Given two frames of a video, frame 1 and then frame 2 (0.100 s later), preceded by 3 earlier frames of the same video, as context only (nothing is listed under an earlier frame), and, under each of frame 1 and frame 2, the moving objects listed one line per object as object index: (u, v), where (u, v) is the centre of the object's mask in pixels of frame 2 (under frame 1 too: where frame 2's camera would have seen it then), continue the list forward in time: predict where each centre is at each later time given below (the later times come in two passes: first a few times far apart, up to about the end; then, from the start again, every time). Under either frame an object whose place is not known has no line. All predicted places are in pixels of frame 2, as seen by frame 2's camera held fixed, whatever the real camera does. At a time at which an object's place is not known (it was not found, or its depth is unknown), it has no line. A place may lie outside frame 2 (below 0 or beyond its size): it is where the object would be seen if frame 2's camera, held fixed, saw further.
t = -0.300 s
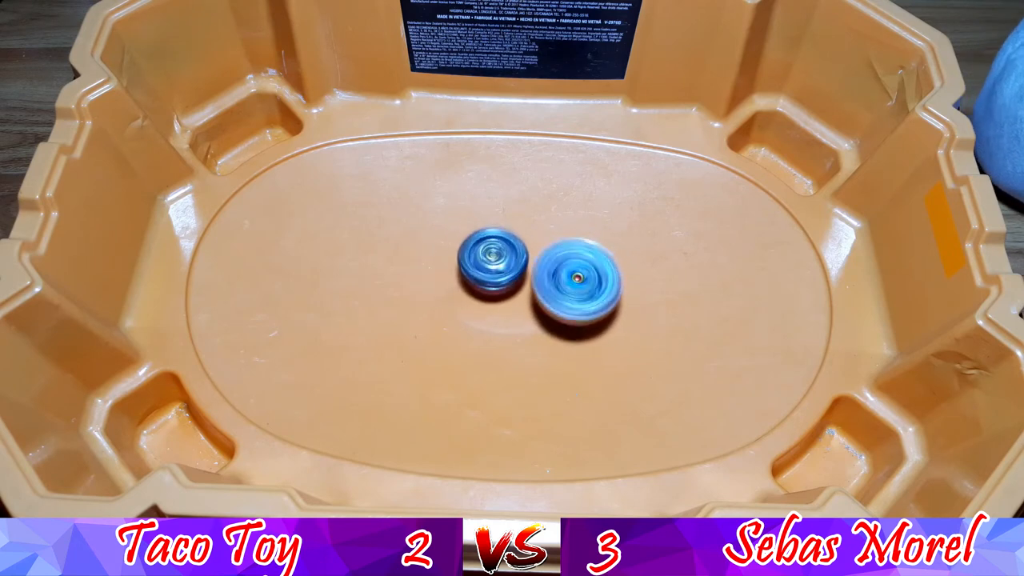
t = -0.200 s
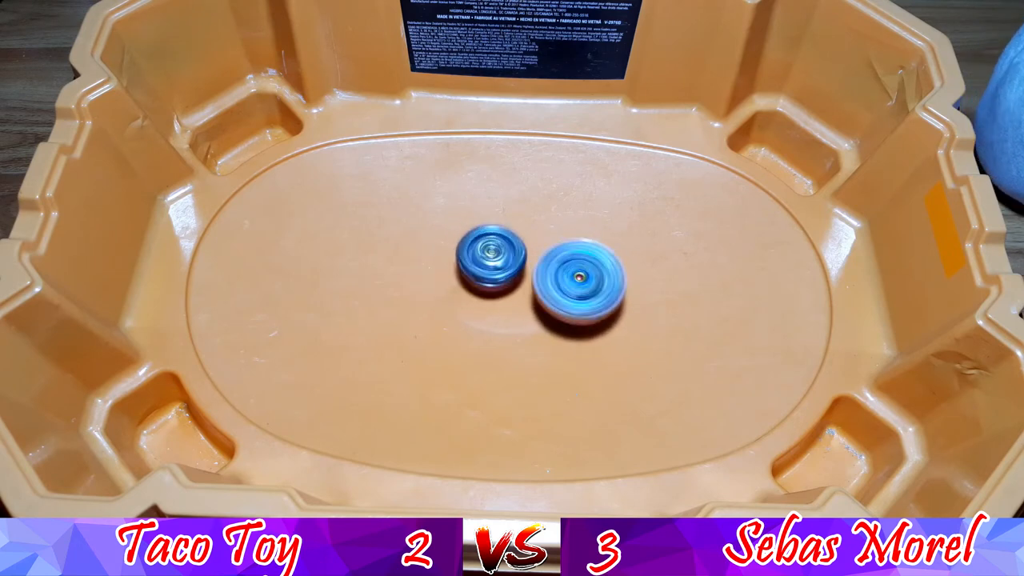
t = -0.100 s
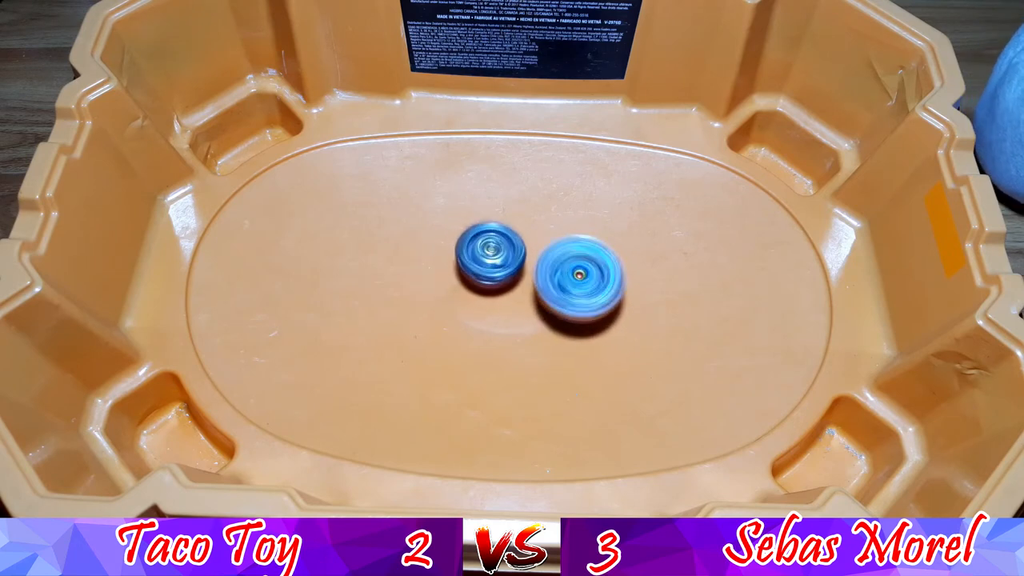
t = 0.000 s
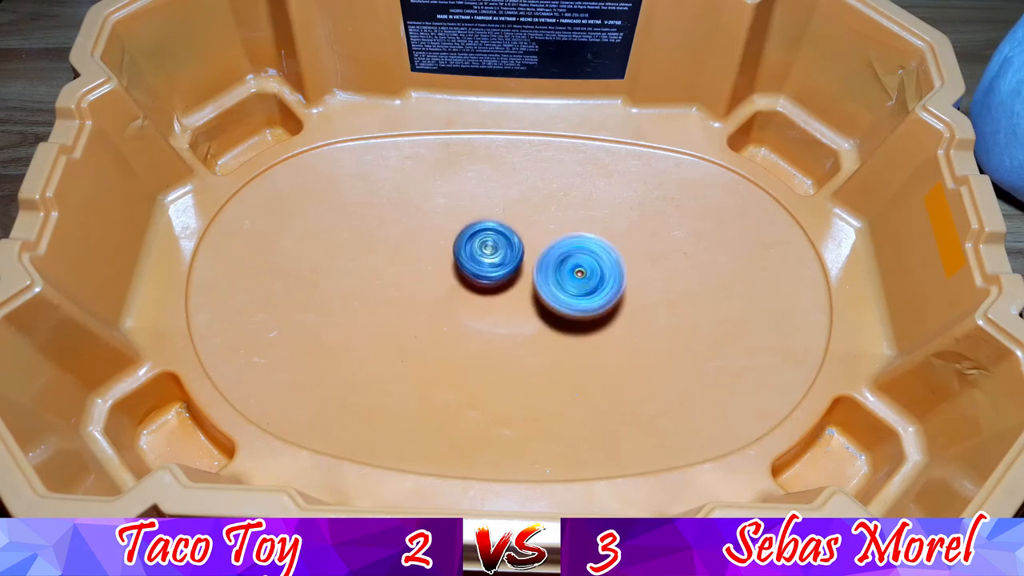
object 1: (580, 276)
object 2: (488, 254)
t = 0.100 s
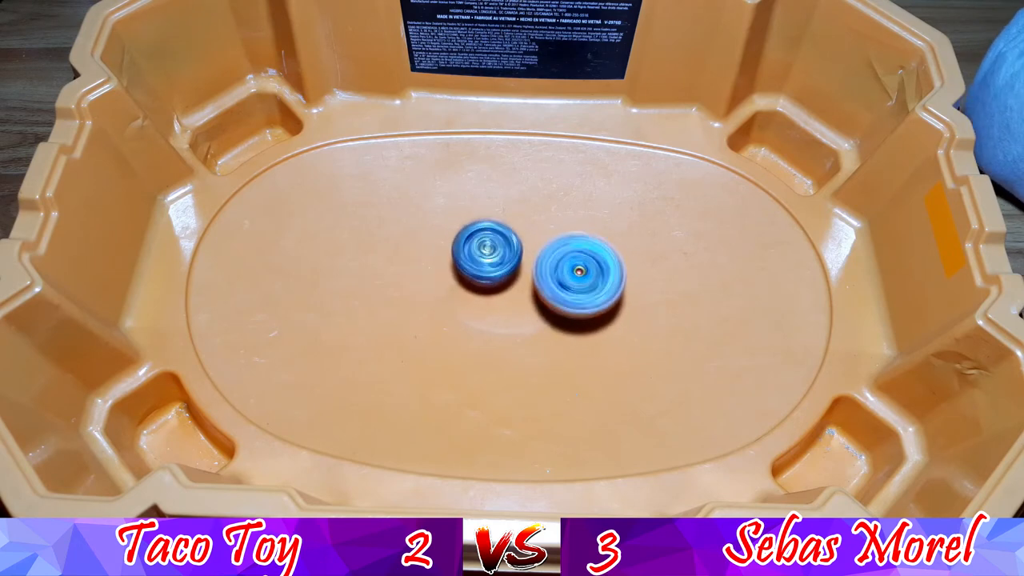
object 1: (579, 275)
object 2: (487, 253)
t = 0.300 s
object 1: (578, 273)
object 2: (489, 257)
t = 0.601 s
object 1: (600, 282)
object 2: (474, 249)
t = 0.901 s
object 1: (590, 285)
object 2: (470, 251)
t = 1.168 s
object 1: (568, 280)
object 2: (481, 261)
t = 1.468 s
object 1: (575, 267)
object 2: (486, 268)
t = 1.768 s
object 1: (568, 262)
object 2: (481, 265)
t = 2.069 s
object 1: (565, 276)
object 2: (479, 250)
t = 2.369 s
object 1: (565, 278)
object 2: (487, 251)
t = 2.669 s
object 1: (579, 279)
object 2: (484, 254)
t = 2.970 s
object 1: (580, 276)
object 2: (474, 249)
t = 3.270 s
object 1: (568, 278)
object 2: (478, 252)
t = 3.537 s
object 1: (571, 272)
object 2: (482, 264)
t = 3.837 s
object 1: (566, 266)
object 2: (476, 270)
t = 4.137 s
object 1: (564, 272)
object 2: (475, 261)
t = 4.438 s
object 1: (565, 271)
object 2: (483, 259)
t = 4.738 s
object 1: (577, 276)
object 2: (481, 261)
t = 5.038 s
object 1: (578, 284)
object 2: (476, 252)
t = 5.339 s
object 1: (574, 281)
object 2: (482, 257)
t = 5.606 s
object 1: (570, 280)
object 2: (485, 265)
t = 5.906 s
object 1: (567, 274)
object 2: (478, 265)
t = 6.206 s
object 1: (571, 276)
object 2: (483, 257)
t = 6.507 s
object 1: (582, 285)
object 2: (470, 250)
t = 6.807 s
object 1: (561, 294)
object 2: (469, 247)
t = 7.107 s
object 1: (542, 306)
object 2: (455, 240)
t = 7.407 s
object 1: (523, 318)
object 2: (454, 246)
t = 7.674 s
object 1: (537, 299)
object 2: (454, 256)
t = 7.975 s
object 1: (551, 298)
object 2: (450, 265)
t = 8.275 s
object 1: (558, 301)
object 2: (448, 269)
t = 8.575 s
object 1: (549, 292)
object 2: (454, 275)
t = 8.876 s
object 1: (558, 283)
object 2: (451, 277)
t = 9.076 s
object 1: (555, 290)
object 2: (452, 273)
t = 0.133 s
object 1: (578, 274)
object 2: (487, 253)
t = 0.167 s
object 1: (579, 273)
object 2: (487, 254)
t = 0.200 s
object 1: (578, 273)
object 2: (487, 254)
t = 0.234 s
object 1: (578, 272)
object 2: (487, 255)
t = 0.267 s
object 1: (578, 273)
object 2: (488, 256)
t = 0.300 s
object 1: (578, 273)
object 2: (489, 257)
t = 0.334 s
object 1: (578, 273)
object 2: (490, 257)
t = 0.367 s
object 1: (578, 272)
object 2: (493, 259)
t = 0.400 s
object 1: (578, 272)
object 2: (495, 259)
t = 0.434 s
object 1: (578, 272)
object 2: (497, 260)
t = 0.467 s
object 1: (585, 276)
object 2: (492, 258)
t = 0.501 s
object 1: (592, 279)
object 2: (483, 253)
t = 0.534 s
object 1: (596, 281)
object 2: (479, 251)
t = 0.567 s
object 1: (598, 282)
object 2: (476, 249)
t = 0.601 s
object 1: (600, 282)
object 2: (474, 249)
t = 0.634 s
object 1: (599, 283)
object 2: (473, 249)
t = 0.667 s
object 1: (599, 282)
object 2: (473, 248)
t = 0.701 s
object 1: (599, 282)
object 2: (472, 249)
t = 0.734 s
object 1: (598, 281)
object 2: (472, 249)
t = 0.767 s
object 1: (598, 282)
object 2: (471, 249)
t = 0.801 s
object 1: (597, 283)
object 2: (471, 250)
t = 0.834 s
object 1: (595, 284)
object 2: (470, 250)
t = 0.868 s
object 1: (593, 284)
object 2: (470, 251)
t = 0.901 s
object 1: (590, 285)
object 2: (470, 251)
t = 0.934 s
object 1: (587, 286)
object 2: (471, 252)
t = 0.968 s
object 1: (583, 285)
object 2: (472, 253)
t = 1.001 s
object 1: (580, 285)
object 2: (473, 253)
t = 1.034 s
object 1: (577, 284)
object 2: (475, 255)
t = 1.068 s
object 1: (573, 283)
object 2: (476, 257)
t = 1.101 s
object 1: (571, 282)
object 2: (478, 258)
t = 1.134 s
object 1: (569, 281)
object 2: (480, 260)
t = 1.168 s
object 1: (568, 280)
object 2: (481, 261)
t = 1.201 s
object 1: (567, 279)
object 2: (482, 263)
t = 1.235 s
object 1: (567, 278)
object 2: (483, 264)
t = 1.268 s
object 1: (566, 277)
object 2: (485, 265)
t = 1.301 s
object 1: (566, 275)
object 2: (486, 266)
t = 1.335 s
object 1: (566, 273)
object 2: (486, 267)
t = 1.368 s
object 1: (569, 272)
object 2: (485, 267)
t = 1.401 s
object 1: (572, 270)
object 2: (485, 268)
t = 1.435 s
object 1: (574, 269)
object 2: (486, 268)
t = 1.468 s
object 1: (575, 267)
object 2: (486, 268)
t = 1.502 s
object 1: (575, 267)
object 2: (486, 269)
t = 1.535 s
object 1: (575, 266)
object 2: (485, 270)
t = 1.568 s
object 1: (574, 267)
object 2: (484, 269)
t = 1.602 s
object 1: (574, 267)
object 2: (484, 269)
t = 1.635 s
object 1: (572, 267)
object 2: (483, 269)
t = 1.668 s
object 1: (570, 266)
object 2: (482, 269)
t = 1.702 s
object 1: (569, 264)
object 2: (481, 268)
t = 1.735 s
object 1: (568, 262)
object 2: (481, 266)
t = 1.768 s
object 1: (568, 262)
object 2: (481, 265)
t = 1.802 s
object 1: (568, 262)
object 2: (481, 263)
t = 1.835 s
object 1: (568, 264)
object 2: (482, 262)
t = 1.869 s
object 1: (567, 265)
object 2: (482, 260)
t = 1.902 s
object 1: (566, 267)
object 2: (482, 258)
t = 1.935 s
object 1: (565, 269)
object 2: (483, 257)
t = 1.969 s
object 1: (565, 271)
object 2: (482, 255)
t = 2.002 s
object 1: (564, 273)
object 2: (480, 253)
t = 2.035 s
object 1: (564, 274)
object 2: (479, 251)
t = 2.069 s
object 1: (565, 276)
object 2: (479, 250)
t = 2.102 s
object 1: (565, 276)
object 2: (480, 249)
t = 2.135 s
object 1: (565, 277)
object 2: (480, 248)
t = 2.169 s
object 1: (564, 277)
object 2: (481, 247)
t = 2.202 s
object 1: (565, 278)
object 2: (482, 247)
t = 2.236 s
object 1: (565, 278)
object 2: (482, 248)
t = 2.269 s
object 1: (565, 278)
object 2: (484, 248)
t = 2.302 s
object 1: (565, 278)
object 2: (485, 249)
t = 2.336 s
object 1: (565, 278)
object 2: (486, 250)
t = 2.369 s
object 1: (565, 278)
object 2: (487, 251)
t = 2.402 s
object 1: (566, 279)
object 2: (488, 253)
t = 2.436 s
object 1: (565, 278)
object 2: (489, 255)
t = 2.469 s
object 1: (567, 279)
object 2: (489, 255)
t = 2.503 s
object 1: (566, 279)
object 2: (490, 256)
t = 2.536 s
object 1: (567, 278)
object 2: (490, 258)
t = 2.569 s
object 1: (570, 280)
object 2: (488, 257)
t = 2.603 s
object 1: (574, 279)
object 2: (485, 255)
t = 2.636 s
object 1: (578, 279)
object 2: (484, 254)
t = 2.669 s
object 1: (579, 279)
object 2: (484, 254)
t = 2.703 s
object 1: (581, 279)
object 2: (483, 253)
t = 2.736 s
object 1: (580, 280)
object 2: (482, 254)
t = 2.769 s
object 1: (580, 279)
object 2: (480, 254)
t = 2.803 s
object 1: (580, 278)
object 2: (478, 253)
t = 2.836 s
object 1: (580, 278)
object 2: (477, 252)
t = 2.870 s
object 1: (579, 278)
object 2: (475, 251)
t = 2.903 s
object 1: (579, 276)
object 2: (475, 251)
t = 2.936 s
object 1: (580, 276)
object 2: (474, 250)
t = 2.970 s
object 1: (580, 276)
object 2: (474, 249)
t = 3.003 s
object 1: (579, 277)
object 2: (474, 249)
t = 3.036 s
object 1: (577, 278)
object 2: (474, 249)
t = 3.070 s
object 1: (575, 278)
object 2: (474, 249)
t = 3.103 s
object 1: (572, 278)
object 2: (474, 249)
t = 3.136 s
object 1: (571, 279)
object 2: (475, 249)
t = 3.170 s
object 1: (570, 278)
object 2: (476, 249)
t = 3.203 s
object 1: (569, 279)
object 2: (477, 249)
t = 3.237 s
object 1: (569, 279)
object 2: (478, 251)
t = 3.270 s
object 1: (568, 278)
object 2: (478, 252)
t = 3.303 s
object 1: (568, 278)
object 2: (479, 254)
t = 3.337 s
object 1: (568, 277)
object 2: (479, 256)
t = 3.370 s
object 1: (567, 277)
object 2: (479, 257)
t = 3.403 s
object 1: (568, 276)
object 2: (480, 259)
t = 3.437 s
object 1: (567, 275)
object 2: (481, 260)
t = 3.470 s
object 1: (568, 274)
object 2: (482, 261)
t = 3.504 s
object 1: (569, 273)
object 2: (482, 262)
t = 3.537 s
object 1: (571, 272)
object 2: (482, 264)
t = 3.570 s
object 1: (572, 271)
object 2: (482, 266)
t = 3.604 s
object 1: (573, 270)
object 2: (481, 267)
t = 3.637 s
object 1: (573, 269)
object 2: (481, 267)
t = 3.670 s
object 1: (573, 269)
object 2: (481, 268)
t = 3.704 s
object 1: (573, 270)
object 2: (480, 269)
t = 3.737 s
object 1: (572, 269)
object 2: (479, 270)
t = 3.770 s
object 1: (570, 268)
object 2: (478, 270)
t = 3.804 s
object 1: (568, 267)
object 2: (477, 270)
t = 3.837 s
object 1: (566, 266)
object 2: (476, 270)
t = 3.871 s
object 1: (566, 266)
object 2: (474, 270)
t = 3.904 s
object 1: (566, 267)
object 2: (474, 269)
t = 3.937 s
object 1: (565, 268)
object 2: (473, 267)
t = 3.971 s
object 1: (565, 269)
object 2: (473, 267)
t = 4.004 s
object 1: (564, 270)
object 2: (473, 265)
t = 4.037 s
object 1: (564, 271)
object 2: (473, 264)
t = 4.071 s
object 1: (564, 272)
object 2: (474, 263)
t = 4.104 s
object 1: (564, 272)
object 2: (475, 262)
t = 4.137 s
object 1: (564, 272)
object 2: (475, 261)
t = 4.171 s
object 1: (565, 273)
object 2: (476, 260)
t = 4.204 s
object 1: (565, 273)
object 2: (476, 259)
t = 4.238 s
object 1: (565, 272)
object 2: (477, 258)
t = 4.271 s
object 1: (565, 273)
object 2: (478, 258)
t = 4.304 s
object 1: (565, 272)
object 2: (479, 258)
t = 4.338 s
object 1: (564, 273)
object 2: (480, 258)
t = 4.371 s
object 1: (565, 272)
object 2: (481, 259)
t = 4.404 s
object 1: (564, 272)
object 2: (482, 260)
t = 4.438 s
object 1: (565, 271)
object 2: (483, 259)
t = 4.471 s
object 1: (565, 271)
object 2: (485, 261)
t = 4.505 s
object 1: (567, 270)
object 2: (485, 261)
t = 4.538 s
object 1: (570, 270)
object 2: (486, 260)
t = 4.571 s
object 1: (572, 270)
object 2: (488, 261)
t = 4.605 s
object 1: (573, 269)
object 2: (488, 262)
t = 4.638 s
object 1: (572, 269)
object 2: (488, 263)
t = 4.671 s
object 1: (572, 269)
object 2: (489, 263)
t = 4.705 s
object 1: (575, 273)
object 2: (485, 262)
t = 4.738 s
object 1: (577, 276)
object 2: (481, 261)
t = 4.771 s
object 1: (580, 277)
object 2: (481, 259)
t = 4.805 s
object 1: (579, 280)
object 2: (480, 258)
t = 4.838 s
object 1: (580, 281)
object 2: (480, 257)
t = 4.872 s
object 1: (579, 282)
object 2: (479, 257)
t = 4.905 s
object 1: (578, 283)
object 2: (478, 256)
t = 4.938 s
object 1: (578, 283)
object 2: (477, 255)
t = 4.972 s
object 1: (578, 284)
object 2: (477, 254)
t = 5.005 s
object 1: (578, 284)
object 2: (476, 253)
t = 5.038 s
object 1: (578, 284)
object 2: (476, 252)
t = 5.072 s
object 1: (576, 285)
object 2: (476, 252)
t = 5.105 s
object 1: (576, 284)
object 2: (476, 251)
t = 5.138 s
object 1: (574, 284)
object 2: (477, 251)
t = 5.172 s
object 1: (573, 283)
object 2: (478, 251)
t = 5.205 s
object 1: (573, 282)
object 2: (479, 251)
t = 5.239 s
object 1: (573, 282)
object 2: (480, 252)
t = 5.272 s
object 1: (573, 281)
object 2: (481, 254)
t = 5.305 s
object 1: (574, 281)
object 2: (481, 255)
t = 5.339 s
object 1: (574, 281)
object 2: (482, 257)
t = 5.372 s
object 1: (574, 280)
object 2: (483, 257)
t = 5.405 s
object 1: (574, 281)
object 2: (483, 259)
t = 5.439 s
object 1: (574, 281)
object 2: (484, 259)
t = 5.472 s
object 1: (575, 281)
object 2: (485, 260)
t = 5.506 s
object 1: (575, 281)
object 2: (485, 262)
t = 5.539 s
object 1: (574, 281)
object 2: (486, 263)
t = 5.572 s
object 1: (572, 280)
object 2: (485, 264)
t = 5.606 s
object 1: (570, 280)
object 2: (485, 265)
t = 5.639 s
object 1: (568, 278)
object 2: (484, 266)
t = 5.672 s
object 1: (567, 276)
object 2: (483, 267)
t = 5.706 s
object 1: (566, 274)
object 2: (483, 268)
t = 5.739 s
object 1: (566, 273)
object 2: (482, 268)
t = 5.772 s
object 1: (566, 273)
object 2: (481, 268)
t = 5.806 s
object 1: (567, 273)
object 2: (480, 268)
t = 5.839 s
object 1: (567, 273)
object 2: (479, 267)
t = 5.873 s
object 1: (567, 273)
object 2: (478, 267)
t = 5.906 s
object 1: (567, 274)
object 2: (478, 265)
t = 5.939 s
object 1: (567, 274)
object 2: (478, 264)
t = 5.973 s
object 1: (568, 274)
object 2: (478, 263)
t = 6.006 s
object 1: (568, 275)
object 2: (478, 262)
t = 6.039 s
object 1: (570, 275)
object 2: (480, 261)
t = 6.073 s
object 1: (570, 275)
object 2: (480, 260)
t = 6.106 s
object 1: (571, 275)
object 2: (481, 259)
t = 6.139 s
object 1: (571, 275)
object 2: (482, 259)
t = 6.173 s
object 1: (571, 275)
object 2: (482, 258)
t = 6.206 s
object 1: (571, 276)
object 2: (483, 257)
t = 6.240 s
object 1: (571, 276)
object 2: (484, 258)
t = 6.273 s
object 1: (572, 276)
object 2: (485, 259)
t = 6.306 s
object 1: (572, 276)
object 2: (486, 258)
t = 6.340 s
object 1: (571, 277)
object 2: (487, 259)
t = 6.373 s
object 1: (570, 277)
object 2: (487, 260)
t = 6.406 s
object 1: (575, 280)
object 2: (481, 257)
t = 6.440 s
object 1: (579, 281)
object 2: (475, 253)
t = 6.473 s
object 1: (582, 284)
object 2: (472, 251)
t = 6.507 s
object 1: (582, 285)
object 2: (470, 250)
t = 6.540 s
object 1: (582, 286)
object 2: (471, 249)
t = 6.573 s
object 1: (582, 287)
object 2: (471, 249)
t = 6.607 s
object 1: (581, 286)
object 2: (470, 250)
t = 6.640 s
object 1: (579, 288)
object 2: (469, 249)
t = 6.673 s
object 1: (576, 287)
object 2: (469, 249)
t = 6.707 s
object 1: (572, 290)
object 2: (469, 247)
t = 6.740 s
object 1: (569, 291)
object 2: (469, 247)
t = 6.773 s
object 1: (565, 293)
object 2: (469, 246)
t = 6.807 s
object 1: (561, 294)
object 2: (469, 247)
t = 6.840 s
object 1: (556, 295)
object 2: (469, 247)
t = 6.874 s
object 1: (552, 296)
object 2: (470, 248)
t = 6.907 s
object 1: (547, 296)
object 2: (470, 249)
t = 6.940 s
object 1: (541, 294)
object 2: (470, 250)
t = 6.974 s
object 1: (536, 294)
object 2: (469, 250)
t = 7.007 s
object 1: (536, 296)
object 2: (465, 247)
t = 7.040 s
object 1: (537, 300)
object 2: (459, 244)
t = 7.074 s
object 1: (540, 302)
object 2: (457, 241)
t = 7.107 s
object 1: (542, 306)
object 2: (455, 240)
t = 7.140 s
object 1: (545, 311)
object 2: (455, 240)
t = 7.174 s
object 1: (544, 314)
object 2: (456, 239)
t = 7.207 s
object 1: (541, 318)
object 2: (456, 242)
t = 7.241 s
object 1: (537, 319)
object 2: (456, 243)
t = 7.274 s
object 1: (535, 321)
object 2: (455, 243)
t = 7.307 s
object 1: (531, 322)
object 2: (455, 244)
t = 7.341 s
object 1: (528, 320)
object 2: (454, 244)
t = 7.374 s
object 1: (526, 318)
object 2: (454, 245)
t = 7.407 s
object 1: (523, 318)
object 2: (454, 246)
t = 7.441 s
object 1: (524, 314)
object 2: (454, 246)
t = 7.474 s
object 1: (525, 311)
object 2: (454, 247)
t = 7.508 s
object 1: (525, 309)
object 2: (455, 248)
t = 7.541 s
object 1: (529, 306)
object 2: (455, 250)
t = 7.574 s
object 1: (530, 303)
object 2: (455, 251)
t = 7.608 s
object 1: (533, 302)
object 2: (455, 252)
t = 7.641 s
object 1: (535, 300)
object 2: (454, 254)
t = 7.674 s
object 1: (537, 299)
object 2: (454, 256)
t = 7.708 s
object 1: (538, 298)
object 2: (453, 258)
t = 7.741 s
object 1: (541, 299)
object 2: (453, 259)
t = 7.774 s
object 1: (542, 298)
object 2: (453, 260)
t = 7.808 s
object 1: (544, 298)
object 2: (453, 262)
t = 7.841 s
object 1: (547, 298)
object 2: (452, 262)
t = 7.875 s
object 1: (548, 297)
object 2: (452, 263)
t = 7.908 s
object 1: (549, 299)
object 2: (451, 264)
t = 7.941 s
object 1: (550, 298)
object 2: (450, 265)
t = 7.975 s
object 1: (551, 298)
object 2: (450, 265)
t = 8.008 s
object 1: (552, 297)
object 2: (448, 266)
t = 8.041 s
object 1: (555, 297)
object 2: (447, 267)
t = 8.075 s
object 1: (556, 297)
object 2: (446, 268)
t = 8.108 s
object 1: (558, 297)
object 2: (445, 268)
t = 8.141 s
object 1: (559, 298)
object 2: (445, 268)
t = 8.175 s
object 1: (558, 299)
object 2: (445, 267)
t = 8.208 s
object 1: (559, 300)
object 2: (445, 267)
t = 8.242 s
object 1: (560, 301)
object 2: (447, 268)
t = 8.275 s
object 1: (558, 301)
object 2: (448, 269)
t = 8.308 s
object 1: (559, 301)
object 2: (449, 269)
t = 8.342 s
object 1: (558, 301)
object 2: (450, 271)
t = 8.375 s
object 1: (556, 302)
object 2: (450, 272)
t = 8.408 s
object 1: (555, 300)
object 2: (451, 273)
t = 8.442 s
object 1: (553, 300)
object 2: (451, 275)
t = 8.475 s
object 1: (552, 297)
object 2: (451, 275)
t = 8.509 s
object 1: (549, 296)
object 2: (452, 274)
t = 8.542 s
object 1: (549, 294)
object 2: (453, 276)
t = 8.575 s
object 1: (549, 292)
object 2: (454, 275)
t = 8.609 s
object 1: (550, 290)
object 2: (455, 276)
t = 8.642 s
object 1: (550, 288)
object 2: (455, 276)
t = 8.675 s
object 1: (552, 287)
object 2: (454, 277)
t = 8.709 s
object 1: (553, 285)
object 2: (454, 278)
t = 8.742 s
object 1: (553, 283)
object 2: (453, 279)
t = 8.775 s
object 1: (555, 282)
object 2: (452, 280)
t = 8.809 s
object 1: (557, 281)
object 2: (451, 279)
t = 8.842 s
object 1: (557, 282)
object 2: (451, 278)
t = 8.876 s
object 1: (558, 283)
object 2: (451, 277)
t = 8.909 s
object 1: (559, 284)
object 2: (451, 278)
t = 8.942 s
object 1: (559, 286)
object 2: (451, 275)
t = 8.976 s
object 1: (558, 288)
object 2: (451, 274)
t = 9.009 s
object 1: (559, 290)
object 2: (452, 274)
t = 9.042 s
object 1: (558, 291)
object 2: (452, 274)
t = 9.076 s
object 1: (555, 290)
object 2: (452, 273)
